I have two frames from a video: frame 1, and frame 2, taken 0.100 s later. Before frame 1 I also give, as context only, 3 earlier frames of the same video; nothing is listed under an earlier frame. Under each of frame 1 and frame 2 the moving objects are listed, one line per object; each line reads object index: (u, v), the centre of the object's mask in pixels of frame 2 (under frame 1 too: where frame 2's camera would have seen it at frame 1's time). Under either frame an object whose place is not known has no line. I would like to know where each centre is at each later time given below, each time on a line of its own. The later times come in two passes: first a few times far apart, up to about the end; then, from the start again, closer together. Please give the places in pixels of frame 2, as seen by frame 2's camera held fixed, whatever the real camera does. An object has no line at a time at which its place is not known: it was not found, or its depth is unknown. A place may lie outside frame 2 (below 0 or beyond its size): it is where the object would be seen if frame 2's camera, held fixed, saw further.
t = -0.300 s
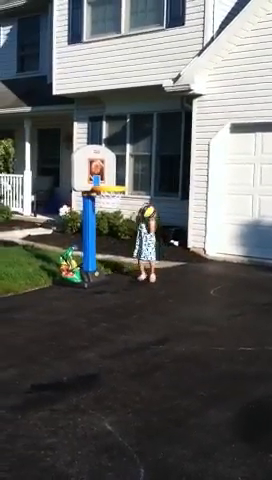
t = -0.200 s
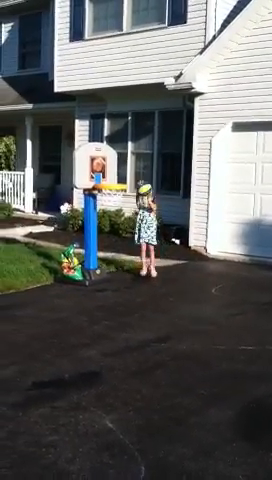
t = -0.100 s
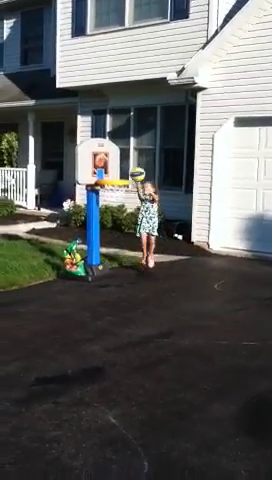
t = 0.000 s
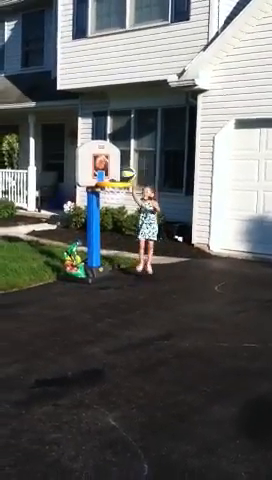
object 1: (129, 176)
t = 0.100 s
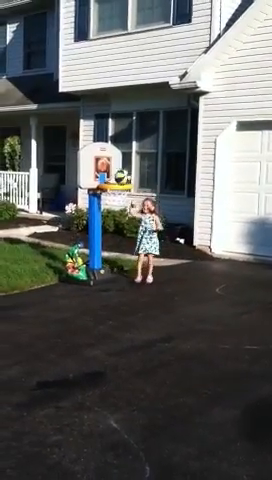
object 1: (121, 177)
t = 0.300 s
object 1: (109, 194)
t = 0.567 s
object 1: (90, 274)
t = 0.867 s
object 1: (65, 229)
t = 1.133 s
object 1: (41, 227)
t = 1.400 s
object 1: (12, 298)
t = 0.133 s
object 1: (119, 178)
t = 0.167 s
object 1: (117, 179)
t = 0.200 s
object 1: (116, 181)
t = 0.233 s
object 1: (114, 184)
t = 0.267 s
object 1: (112, 189)
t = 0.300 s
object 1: (109, 194)
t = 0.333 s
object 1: (107, 199)
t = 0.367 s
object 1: (105, 206)
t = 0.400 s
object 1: (102, 215)
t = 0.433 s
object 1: (100, 225)
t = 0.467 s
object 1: (97, 235)
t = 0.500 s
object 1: (95, 247)
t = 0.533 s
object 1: (93, 260)
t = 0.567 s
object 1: (90, 274)
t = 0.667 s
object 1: (83, 273)
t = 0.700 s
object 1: (81, 261)
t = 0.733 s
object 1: (77, 253)
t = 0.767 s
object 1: (74, 246)
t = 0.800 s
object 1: (71, 239)
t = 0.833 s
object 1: (68, 233)
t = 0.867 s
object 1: (65, 229)
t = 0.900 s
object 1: (60, 224)
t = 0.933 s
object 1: (59, 222)
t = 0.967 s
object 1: (57, 220)
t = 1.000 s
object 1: (54, 219)
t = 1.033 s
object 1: (50, 220)
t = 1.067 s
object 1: (46, 222)
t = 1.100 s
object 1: (43, 224)
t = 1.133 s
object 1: (41, 227)
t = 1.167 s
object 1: (37, 232)
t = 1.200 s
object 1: (33, 238)
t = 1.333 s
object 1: (19, 273)
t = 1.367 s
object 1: (15, 284)
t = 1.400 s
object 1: (12, 298)
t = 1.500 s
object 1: (4, 284)
